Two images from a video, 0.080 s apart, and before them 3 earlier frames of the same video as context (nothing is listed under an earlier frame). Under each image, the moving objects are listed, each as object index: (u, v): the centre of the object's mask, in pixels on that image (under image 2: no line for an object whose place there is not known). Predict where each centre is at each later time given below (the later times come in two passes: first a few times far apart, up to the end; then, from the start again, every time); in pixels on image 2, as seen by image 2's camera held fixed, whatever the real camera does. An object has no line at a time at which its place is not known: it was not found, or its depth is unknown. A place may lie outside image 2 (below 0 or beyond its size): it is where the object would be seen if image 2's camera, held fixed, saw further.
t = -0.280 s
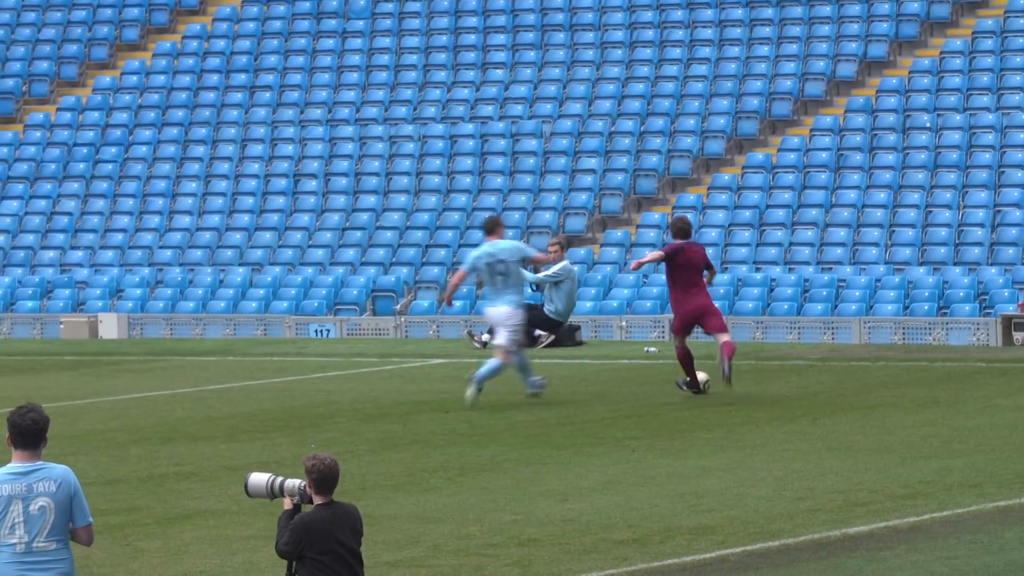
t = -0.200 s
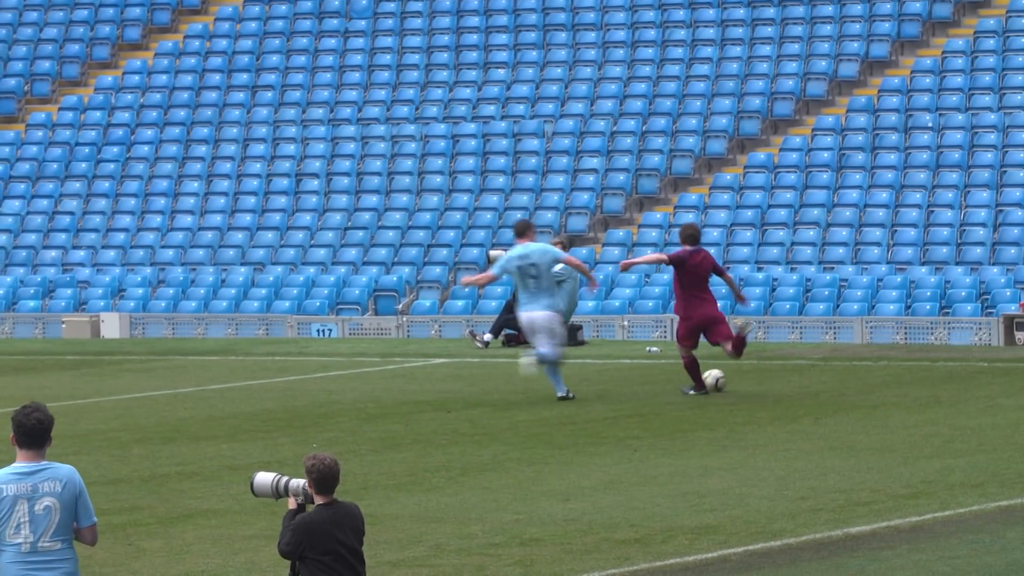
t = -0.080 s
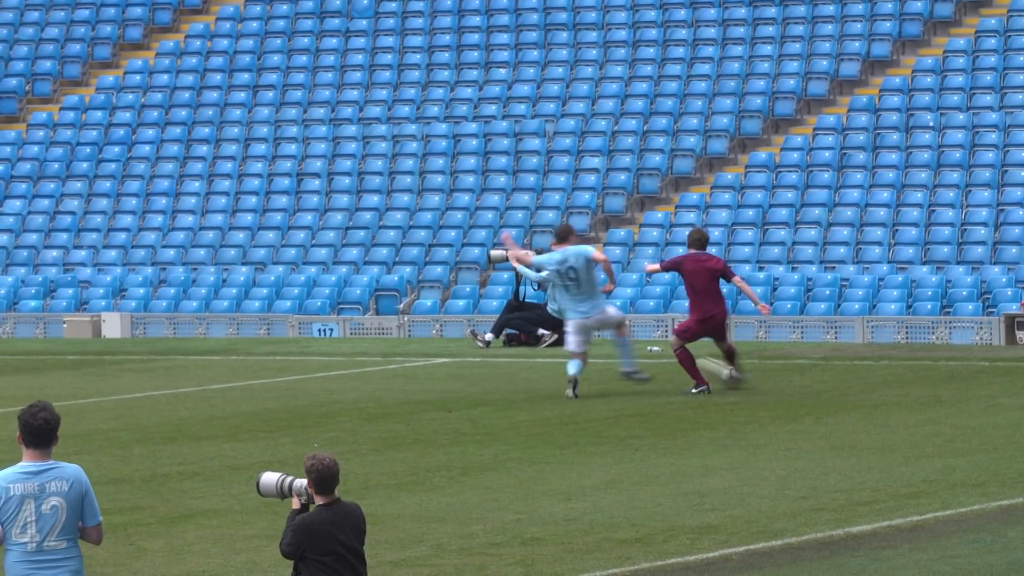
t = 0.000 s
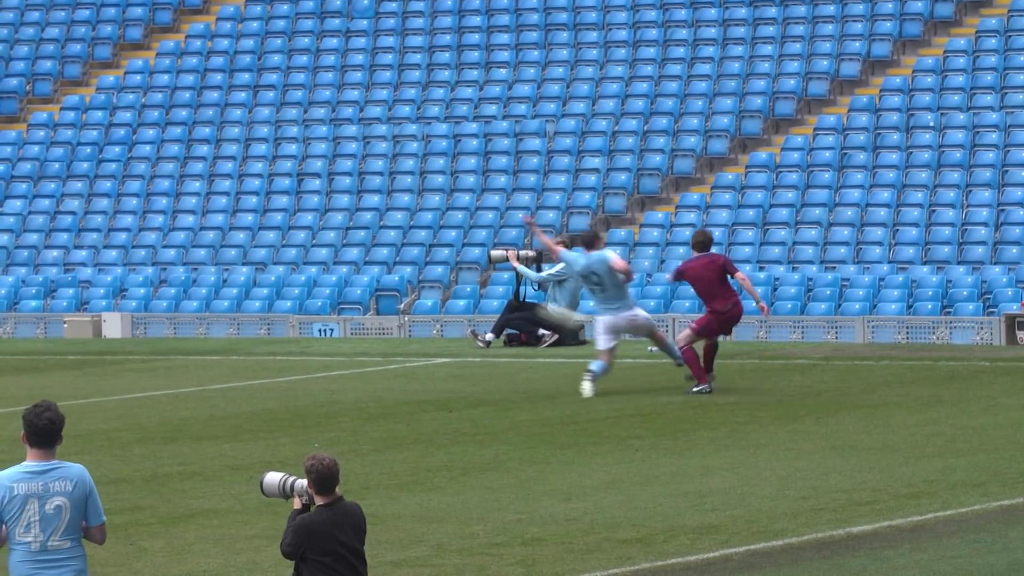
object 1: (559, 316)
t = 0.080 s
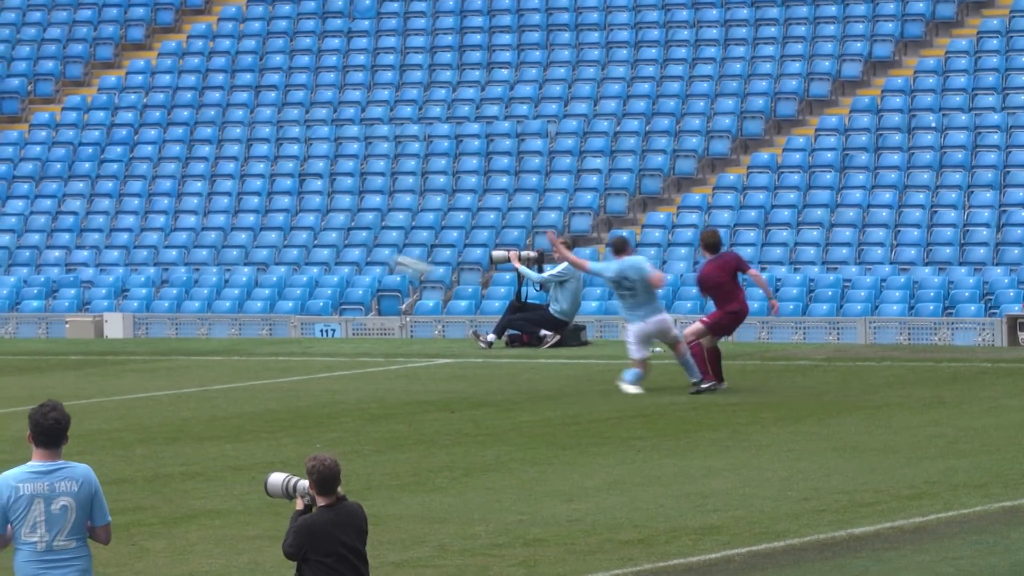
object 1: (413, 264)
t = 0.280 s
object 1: (65, 162)
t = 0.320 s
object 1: (5, 143)
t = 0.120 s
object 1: (338, 242)
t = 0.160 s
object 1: (270, 220)
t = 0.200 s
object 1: (200, 201)
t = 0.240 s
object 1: (132, 181)
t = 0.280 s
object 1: (65, 162)
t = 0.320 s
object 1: (5, 143)
